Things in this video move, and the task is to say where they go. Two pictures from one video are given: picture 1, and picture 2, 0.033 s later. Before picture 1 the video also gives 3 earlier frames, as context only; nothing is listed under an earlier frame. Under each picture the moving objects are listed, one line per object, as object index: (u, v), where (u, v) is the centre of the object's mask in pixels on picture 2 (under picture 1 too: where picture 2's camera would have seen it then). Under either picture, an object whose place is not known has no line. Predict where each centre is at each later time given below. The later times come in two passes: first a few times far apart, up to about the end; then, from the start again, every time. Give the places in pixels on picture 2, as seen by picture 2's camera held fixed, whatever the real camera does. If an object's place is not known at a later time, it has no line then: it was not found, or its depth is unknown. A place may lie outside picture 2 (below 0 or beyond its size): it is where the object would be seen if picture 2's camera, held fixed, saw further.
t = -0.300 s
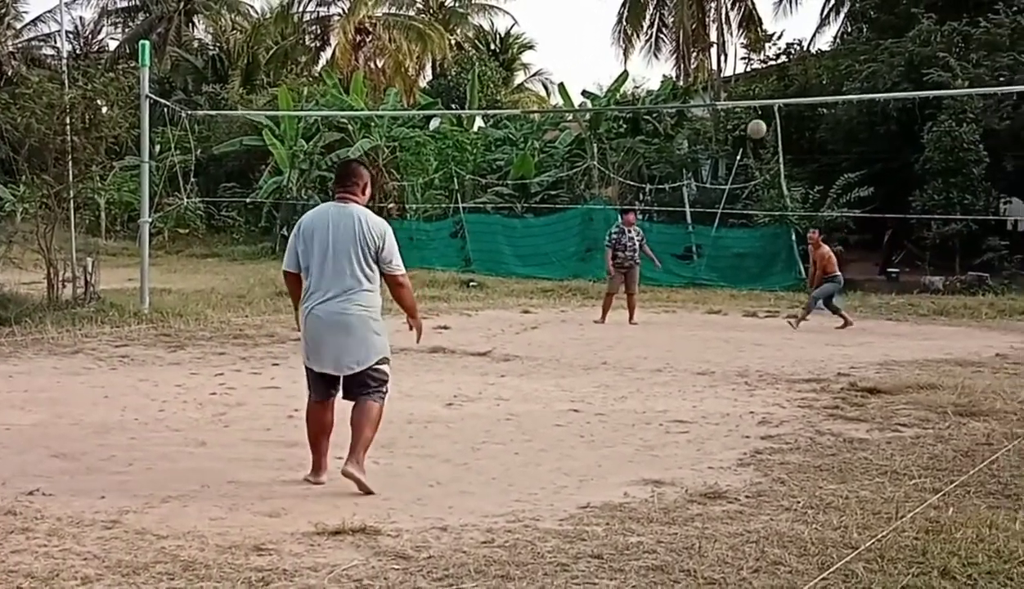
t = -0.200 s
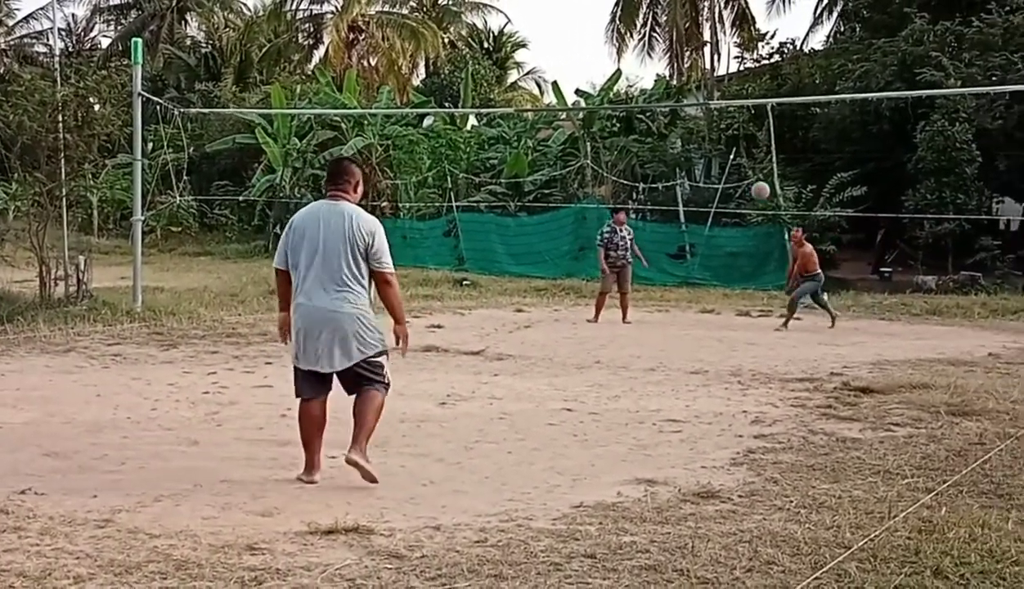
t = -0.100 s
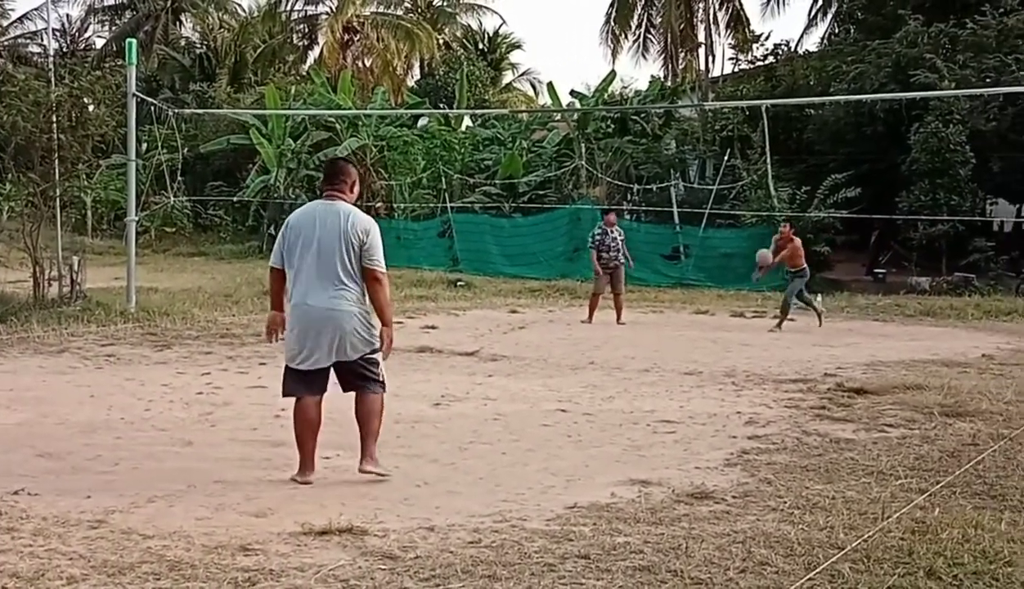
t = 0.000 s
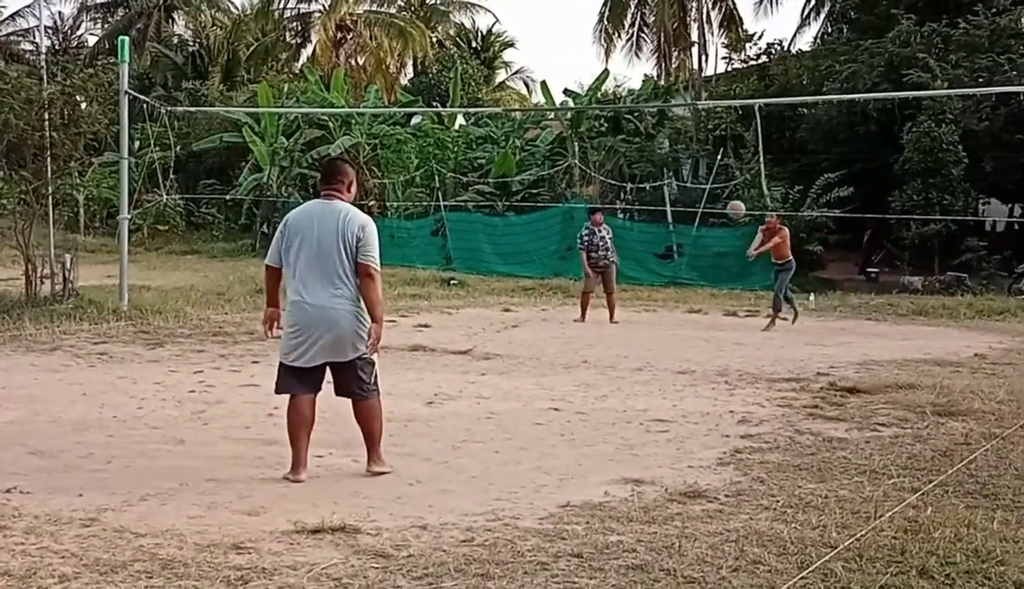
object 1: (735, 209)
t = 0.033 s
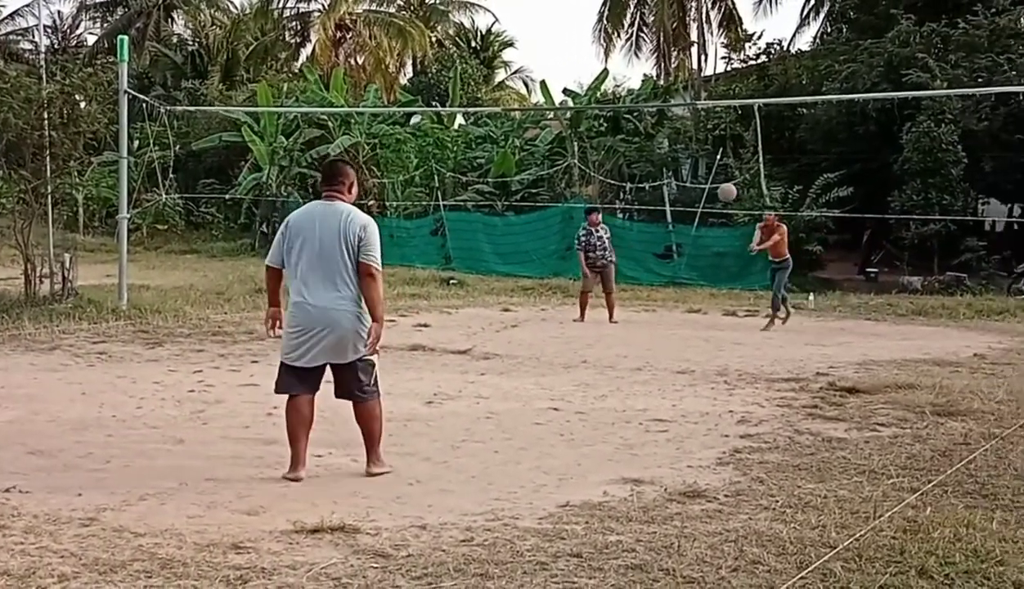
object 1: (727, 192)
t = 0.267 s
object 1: (658, 87)
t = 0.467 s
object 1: (583, 23)
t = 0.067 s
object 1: (718, 175)
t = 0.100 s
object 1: (709, 160)
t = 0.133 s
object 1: (700, 145)
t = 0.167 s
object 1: (690, 129)
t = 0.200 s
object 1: (681, 115)
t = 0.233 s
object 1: (670, 98)
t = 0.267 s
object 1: (658, 87)
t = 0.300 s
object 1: (647, 75)
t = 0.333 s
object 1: (635, 63)
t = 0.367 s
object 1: (622, 52)
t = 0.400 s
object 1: (609, 41)
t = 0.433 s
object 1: (597, 31)
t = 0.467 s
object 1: (583, 23)
